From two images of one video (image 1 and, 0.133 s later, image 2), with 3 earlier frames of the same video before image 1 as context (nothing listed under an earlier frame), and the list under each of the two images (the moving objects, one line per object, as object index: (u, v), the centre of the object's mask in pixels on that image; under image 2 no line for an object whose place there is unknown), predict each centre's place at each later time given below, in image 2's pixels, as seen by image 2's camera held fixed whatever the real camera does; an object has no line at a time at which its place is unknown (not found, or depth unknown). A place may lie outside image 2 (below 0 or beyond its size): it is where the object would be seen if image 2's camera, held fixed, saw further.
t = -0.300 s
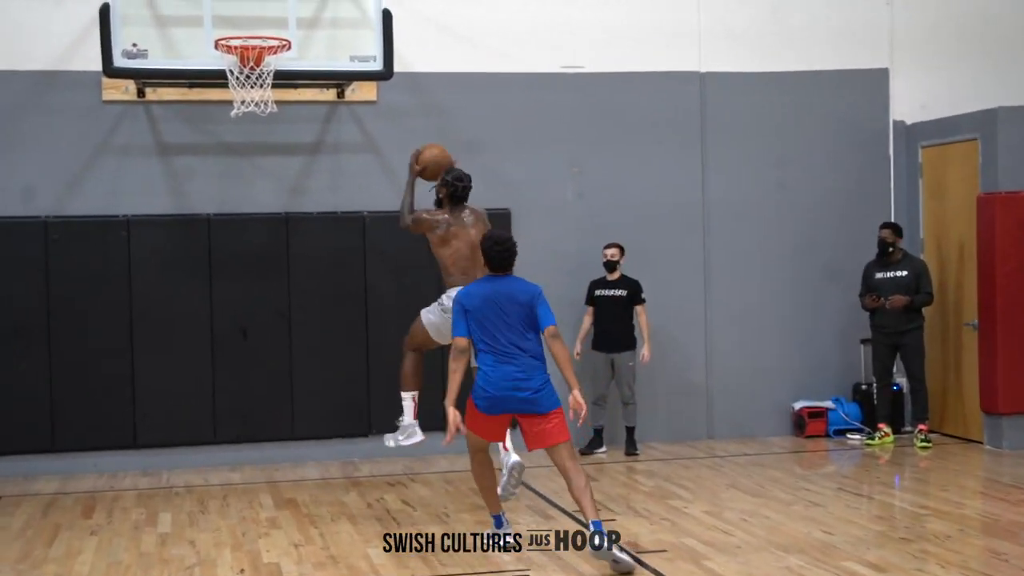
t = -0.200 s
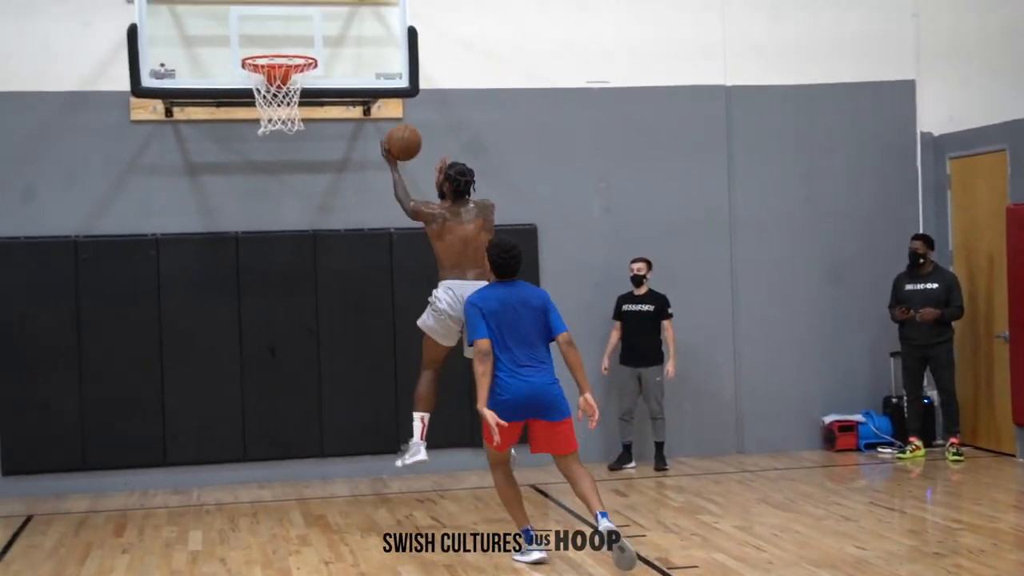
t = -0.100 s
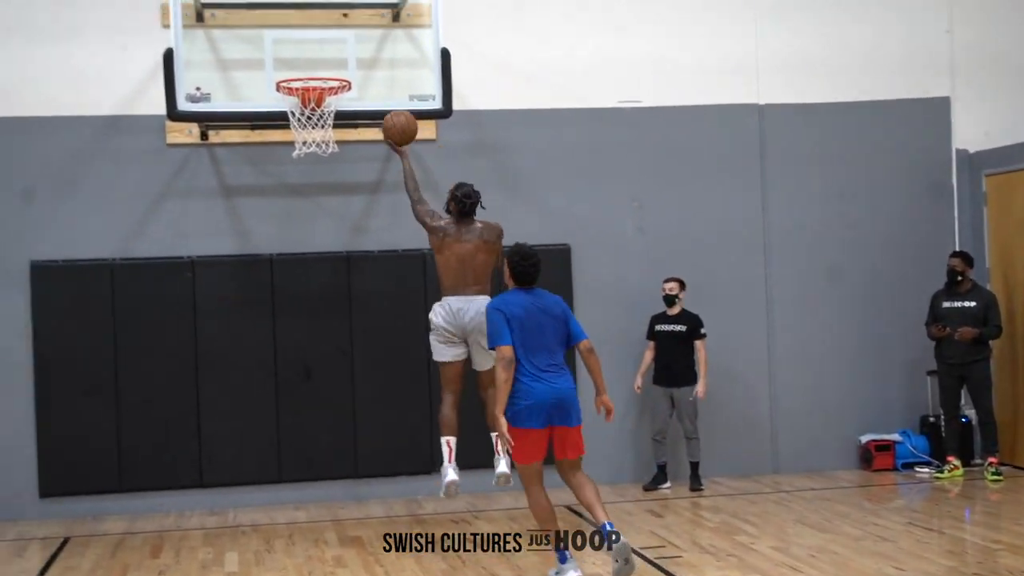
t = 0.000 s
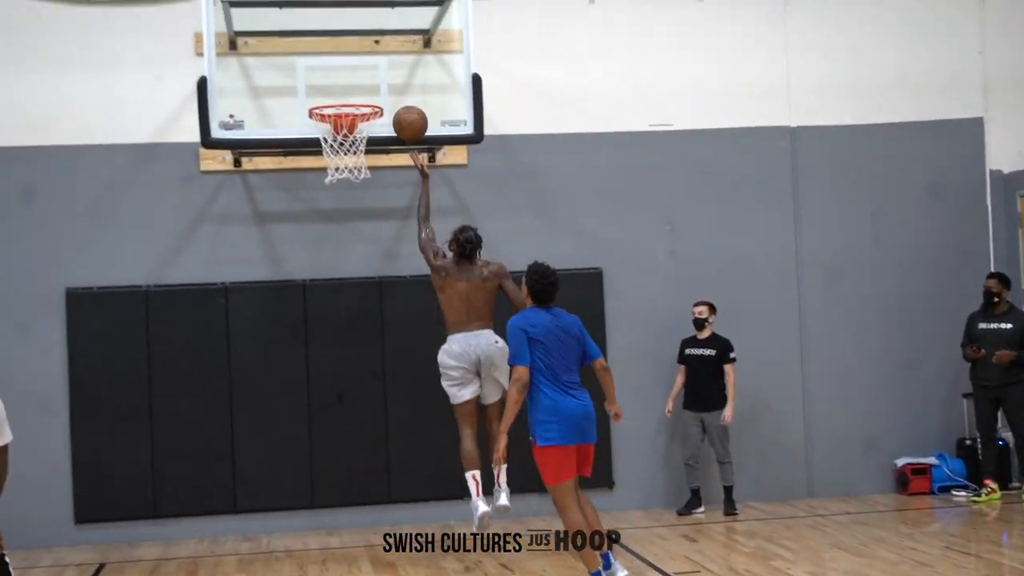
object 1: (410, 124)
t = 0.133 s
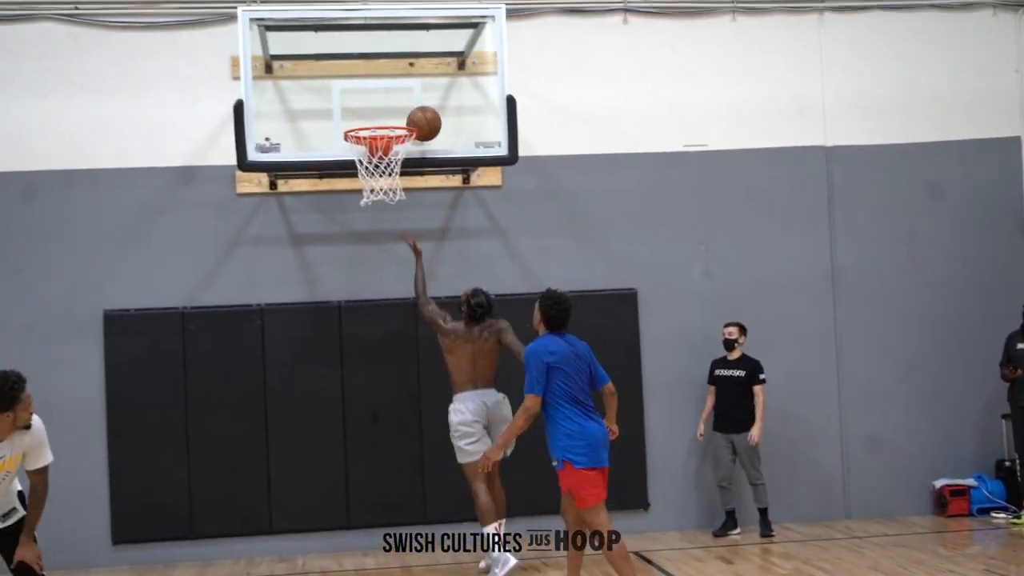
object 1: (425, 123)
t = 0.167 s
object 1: (421, 119)
